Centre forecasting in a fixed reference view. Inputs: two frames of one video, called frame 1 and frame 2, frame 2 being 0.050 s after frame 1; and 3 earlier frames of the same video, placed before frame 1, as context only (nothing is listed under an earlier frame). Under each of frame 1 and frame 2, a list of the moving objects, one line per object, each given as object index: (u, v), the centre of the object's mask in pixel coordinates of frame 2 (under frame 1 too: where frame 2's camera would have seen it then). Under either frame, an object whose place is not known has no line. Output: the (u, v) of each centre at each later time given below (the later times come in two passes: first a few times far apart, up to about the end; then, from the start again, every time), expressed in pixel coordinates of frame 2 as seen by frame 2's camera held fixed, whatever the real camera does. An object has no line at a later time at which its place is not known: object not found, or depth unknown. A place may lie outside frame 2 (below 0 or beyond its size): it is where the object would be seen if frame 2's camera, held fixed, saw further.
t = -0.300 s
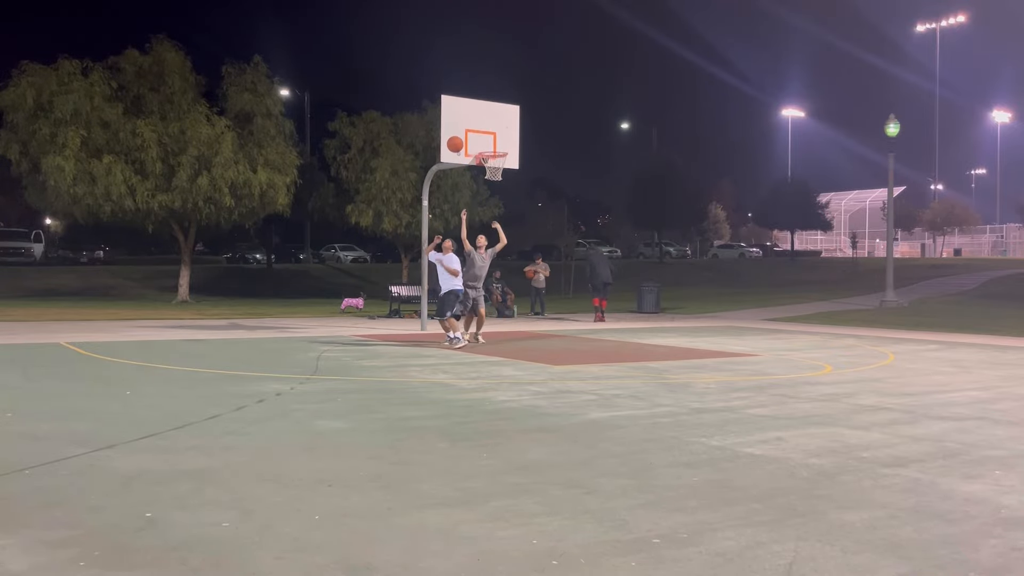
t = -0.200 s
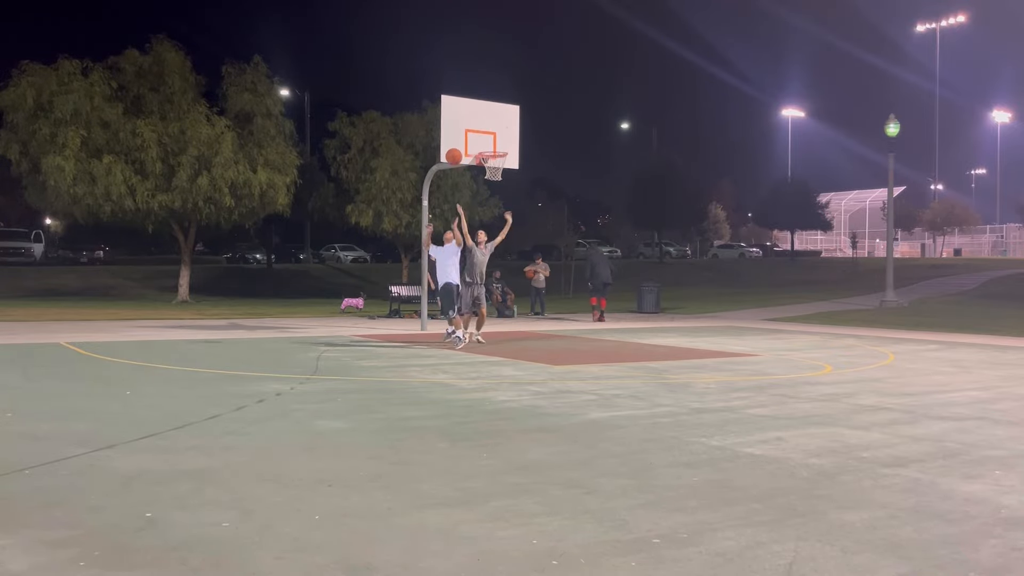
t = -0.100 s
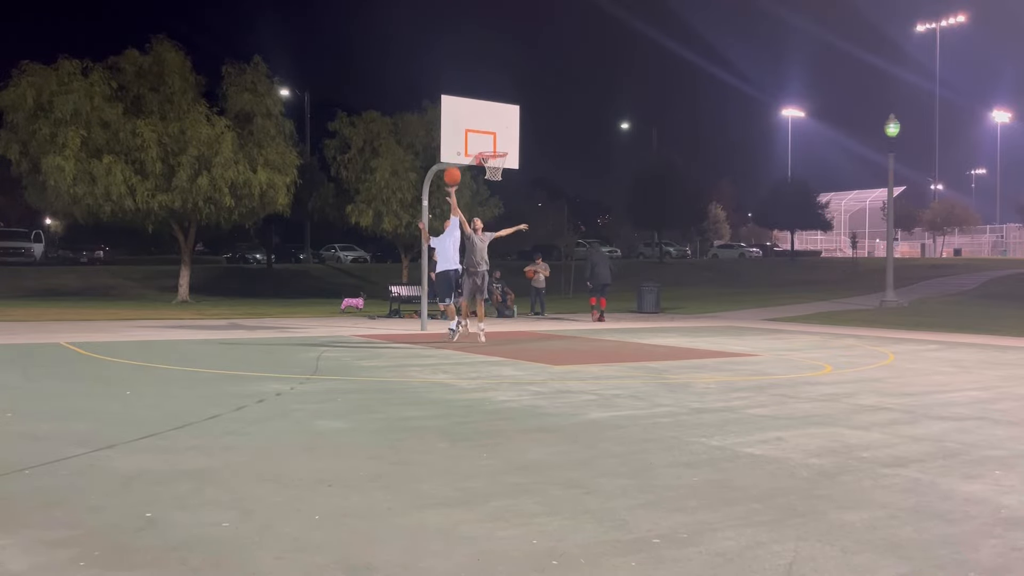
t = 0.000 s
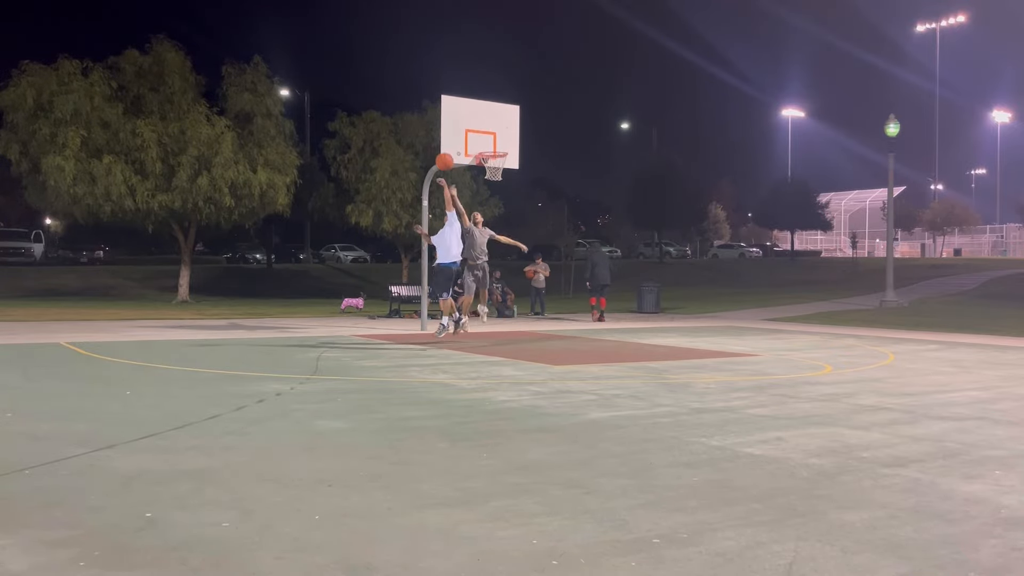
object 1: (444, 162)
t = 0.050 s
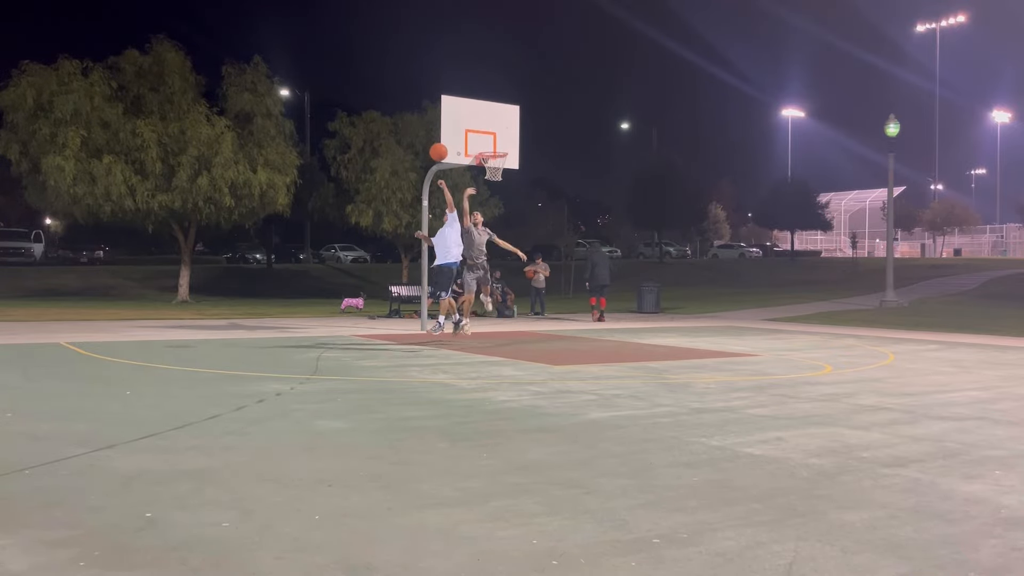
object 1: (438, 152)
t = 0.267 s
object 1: (410, 132)
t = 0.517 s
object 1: (370, 155)
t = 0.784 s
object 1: (317, 255)
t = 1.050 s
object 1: (271, 327)
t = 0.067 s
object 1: (436, 149)
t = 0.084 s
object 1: (434, 147)
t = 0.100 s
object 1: (432, 144)
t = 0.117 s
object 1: (430, 142)
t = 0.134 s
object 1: (428, 140)
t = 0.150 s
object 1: (426, 139)
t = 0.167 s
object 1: (424, 137)
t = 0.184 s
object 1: (421, 135)
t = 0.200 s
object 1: (419, 134)
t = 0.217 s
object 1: (417, 133)
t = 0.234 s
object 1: (415, 133)
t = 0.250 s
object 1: (412, 132)
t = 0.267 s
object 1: (410, 132)
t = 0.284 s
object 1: (407, 132)
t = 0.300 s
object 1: (405, 132)
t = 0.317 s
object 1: (402, 132)
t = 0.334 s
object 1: (400, 133)
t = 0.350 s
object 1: (397, 133)
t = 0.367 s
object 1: (394, 134)
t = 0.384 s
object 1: (392, 135)
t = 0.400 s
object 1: (389, 137)
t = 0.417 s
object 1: (387, 138)
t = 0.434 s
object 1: (384, 140)
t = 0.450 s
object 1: (381, 142)
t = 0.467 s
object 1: (378, 145)
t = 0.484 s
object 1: (376, 148)
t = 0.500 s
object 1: (373, 151)
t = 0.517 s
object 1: (370, 155)
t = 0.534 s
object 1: (367, 158)
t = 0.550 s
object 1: (364, 162)
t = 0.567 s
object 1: (361, 167)
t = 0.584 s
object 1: (358, 171)
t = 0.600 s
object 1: (355, 176)
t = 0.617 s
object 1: (352, 182)
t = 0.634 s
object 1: (349, 187)
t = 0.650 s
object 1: (345, 194)
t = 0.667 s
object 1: (342, 200)
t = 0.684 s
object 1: (339, 207)
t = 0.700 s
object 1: (335, 214)
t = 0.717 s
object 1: (332, 221)
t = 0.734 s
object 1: (328, 229)
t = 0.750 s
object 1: (325, 237)
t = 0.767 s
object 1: (321, 245)
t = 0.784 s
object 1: (317, 255)
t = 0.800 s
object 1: (314, 264)
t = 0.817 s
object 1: (310, 274)
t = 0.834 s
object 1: (306, 284)
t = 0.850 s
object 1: (302, 294)
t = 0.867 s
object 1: (299, 305)
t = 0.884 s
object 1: (294, 317)
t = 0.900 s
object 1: (290, 330)
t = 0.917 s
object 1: (286, 343)
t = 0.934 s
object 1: (282, 356)
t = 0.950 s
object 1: (278, 370)
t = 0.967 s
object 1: (275, 374)
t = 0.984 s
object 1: (274, 364)
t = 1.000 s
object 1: (273, 355)
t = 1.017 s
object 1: (272, 345)
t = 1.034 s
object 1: (271, 336)
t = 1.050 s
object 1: (271, 327)
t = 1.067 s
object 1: (269, 318)
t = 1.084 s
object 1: (268, 310)
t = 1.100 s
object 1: (267, 302)
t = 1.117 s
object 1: (266, 294)
